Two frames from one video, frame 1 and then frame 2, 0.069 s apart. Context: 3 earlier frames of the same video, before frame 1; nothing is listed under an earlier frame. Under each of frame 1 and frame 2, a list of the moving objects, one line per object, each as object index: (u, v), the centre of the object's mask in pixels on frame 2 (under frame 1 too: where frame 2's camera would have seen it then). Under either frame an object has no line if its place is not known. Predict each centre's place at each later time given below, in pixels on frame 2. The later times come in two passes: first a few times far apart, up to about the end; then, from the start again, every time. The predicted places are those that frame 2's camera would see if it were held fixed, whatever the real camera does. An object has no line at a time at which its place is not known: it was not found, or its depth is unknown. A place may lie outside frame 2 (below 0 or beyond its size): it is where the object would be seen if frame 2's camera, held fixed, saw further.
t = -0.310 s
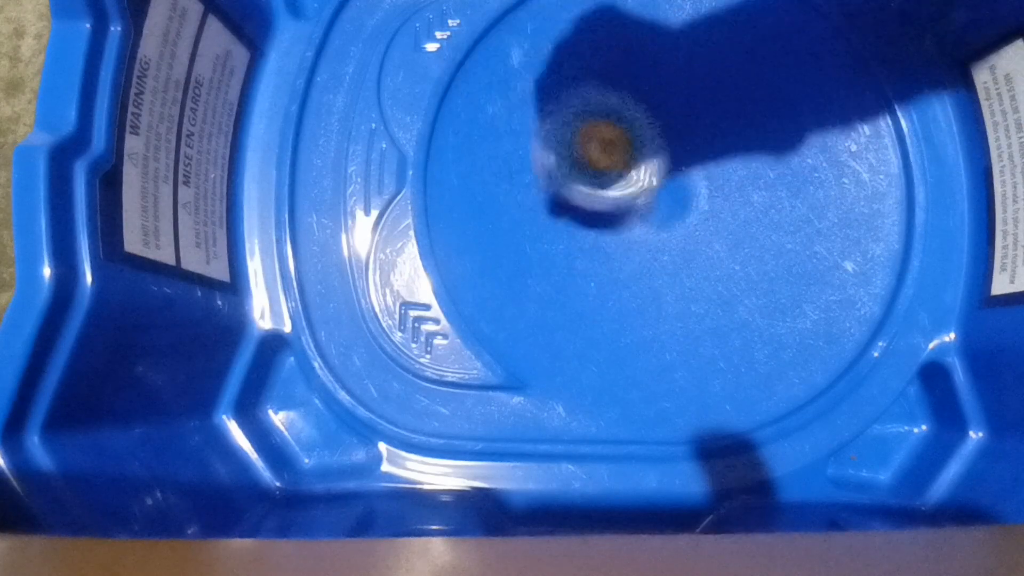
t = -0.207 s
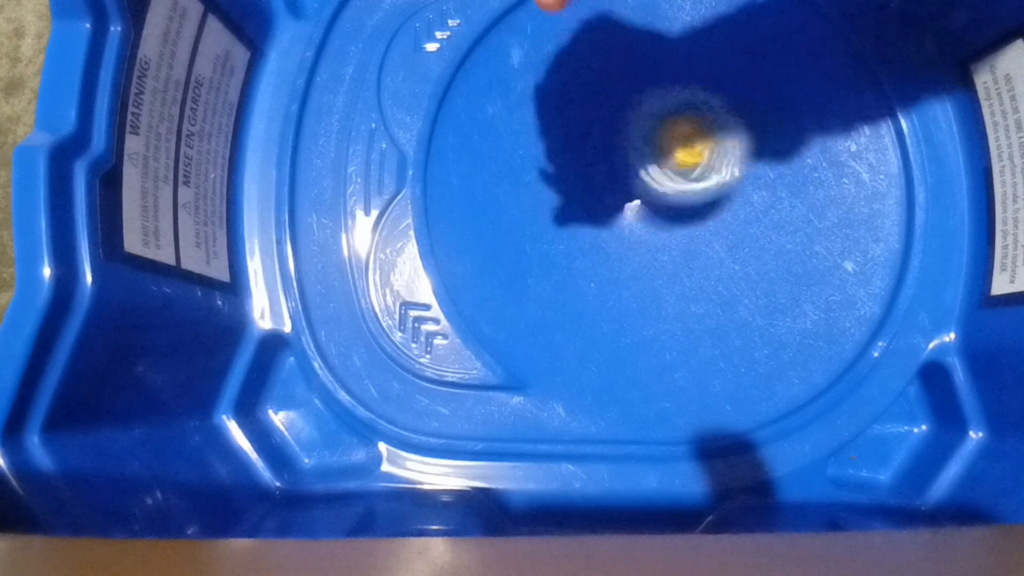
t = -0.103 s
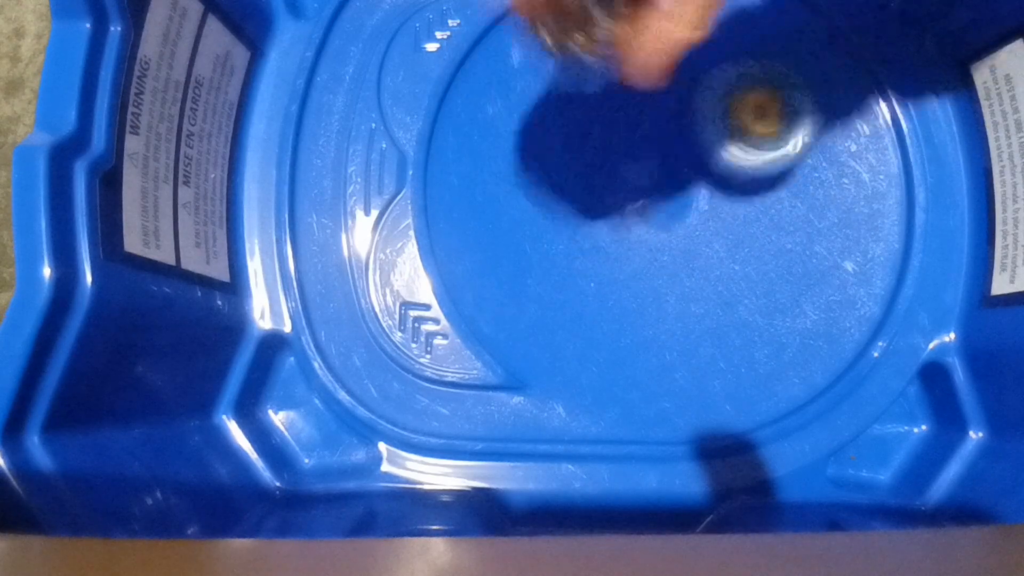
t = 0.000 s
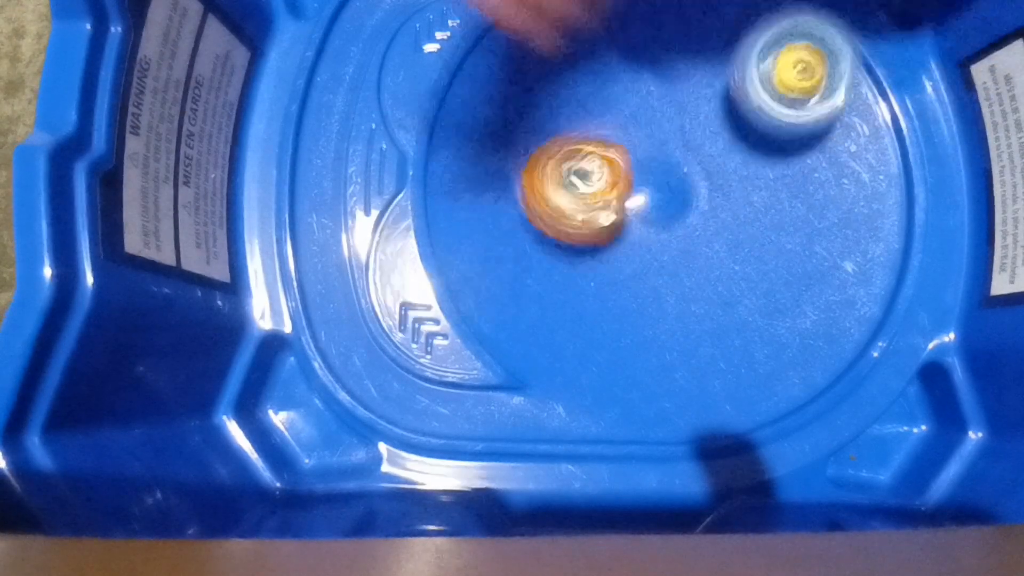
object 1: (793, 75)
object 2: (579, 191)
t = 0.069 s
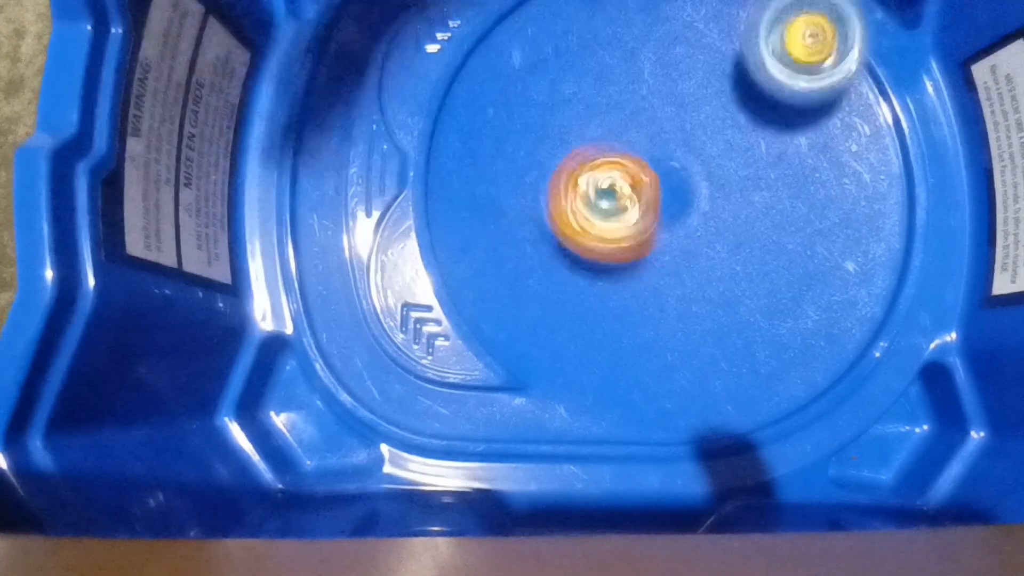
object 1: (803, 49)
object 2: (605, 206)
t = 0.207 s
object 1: (770, 32)
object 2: (680, 222)
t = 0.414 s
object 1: (686, 97)
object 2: (757, 270)
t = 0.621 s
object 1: (666, 164)
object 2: (768, 295)
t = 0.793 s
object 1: (615, 108)
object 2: (754, 245)
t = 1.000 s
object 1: (527, 126)
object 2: (715, 164)
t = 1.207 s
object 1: (527, 206)
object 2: (668, 93)
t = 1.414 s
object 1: (640, 215)
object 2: (620, 56)
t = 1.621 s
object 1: (718, 162)
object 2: (595, 72)
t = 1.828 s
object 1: (781, 118)
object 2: (579, 104)
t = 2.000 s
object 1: (763, 97)
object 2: (597, 153)
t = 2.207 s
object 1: (716, 139)
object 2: (632, 208)
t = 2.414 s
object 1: (750, 122)
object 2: (653, 283)
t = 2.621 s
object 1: (730, 115)
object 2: (697, 266)
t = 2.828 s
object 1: (707, 90)
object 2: (670, 239)
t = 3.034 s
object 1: (670, 95)
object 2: (603, 208)
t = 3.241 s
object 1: (669, 114)
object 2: (532, 213)
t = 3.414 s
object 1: (684, 147)
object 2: (528, 193)
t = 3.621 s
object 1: (730, 178)
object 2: (596, 167)
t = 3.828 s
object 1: (789, 183)
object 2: (628, 122)
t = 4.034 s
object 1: (785, 194)
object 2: (671, 77)
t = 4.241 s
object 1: (806, 282)
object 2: (657, 18)
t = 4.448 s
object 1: (751, 312)
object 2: (671, 29)
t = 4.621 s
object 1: (674, 294)
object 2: (667, 103)
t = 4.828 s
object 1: (575, 258)
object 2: (678, 151)
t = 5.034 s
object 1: (544, 195)
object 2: (746, 140)
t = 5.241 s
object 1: (582, 132)
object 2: (765, 189)
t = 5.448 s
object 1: (653, 97)
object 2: (704, 227)
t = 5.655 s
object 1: (717, 103)
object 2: (619, 272)
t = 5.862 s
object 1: (730, 163)
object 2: (582, 216)
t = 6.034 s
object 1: (717, 197)
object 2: (579, 169)
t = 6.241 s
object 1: (692, 218)
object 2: (567, 106)
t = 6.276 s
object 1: (686, 219)
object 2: (570, 105)
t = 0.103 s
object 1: (801, 43)
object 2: (624, 208)
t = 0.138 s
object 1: (795, 37)
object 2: (641, 207)
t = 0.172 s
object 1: (783, 33)
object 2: (659, 211)
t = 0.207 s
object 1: (770, 32)
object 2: (680, 222)
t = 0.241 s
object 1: (755, 33)
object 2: (701, 228)
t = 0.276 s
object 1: (739, 38)
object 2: (714, 236)
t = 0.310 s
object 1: (724, 44)
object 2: (732, 243)
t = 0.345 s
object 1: (710, 53)
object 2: (742, 252)
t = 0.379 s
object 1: (696, 74)
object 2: (752, 263)
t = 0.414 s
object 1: (686, 97)
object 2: (757, 270)
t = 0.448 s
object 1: (681, 122)
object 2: (757, 273)
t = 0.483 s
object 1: (680, 148)
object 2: (757, 279)
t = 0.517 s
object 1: (685, 171)
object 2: (753, 277)
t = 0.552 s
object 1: (687, 177)
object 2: (752, 283)
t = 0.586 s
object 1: (676, 171)
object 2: (760, 292)
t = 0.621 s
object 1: (666, 164)
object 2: (768, 295)
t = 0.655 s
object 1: (654, 154)
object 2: (770, 286)
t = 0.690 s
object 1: (647, 139)
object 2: (765, 279)
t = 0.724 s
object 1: (638, 124)
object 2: (764, 273)
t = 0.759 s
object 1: (627, 115)
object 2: (761, 262)
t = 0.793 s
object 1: (615, 108)
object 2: (754, 245)
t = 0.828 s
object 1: (601, 105)
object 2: (749, 230)
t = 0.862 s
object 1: (585, 106)
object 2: (743, 220)
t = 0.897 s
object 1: (569, 107)
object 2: (740, 210)
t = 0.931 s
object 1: (554, 111)
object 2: (735, 193)
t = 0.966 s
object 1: (540, 117)
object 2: (726, 176)
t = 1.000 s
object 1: (527, 126)
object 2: (715, 164)
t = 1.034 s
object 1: (516, 136)
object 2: (710, 154)
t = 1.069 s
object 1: (510, 150)
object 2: (703, 138)
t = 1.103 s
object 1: (506, 164)
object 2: (693, 123)
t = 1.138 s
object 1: (509, 180)
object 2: (681, 111)
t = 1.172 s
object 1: (514, 193)
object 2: (673, 104)
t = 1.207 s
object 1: (527, 206)
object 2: (668, 93)
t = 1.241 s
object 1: (542, 217)
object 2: (659, 80)
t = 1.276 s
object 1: (558, 223)
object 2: (647, 71)
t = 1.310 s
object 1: (575, 227)
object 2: (639, 69)
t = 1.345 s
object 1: (598, 226)
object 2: (637, 64)
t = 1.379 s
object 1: (618, 222)
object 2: (630, 57)
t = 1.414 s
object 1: (640, 215)
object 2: (620, 56)
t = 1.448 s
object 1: (653, 206)
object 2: (618, 57)
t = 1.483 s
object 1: (659, 194)
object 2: (613, 56)
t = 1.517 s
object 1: (665, 182)
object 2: (609, 60)
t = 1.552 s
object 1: (674, 171)
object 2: (608, 66)
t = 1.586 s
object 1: (691, 165)
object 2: (603, 70)
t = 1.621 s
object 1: (718, 162)
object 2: (595, 72)
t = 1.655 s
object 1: (735, 159)
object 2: (589, 75)
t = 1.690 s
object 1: (748, 154)
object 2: (583, 81)
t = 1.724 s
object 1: (761, 145)
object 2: (578, 86)
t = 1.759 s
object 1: (770, 137)
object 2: (579, 91)
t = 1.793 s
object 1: (777, 128)
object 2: (578, 97)
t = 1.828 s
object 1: (781, 118)
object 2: (579, 104)
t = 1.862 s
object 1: (782, 109)
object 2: (584, 113)
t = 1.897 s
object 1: (780, 103)
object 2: (585, 121)
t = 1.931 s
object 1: (776, 98)
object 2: (588, 132)
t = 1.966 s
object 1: (770, 96)
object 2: (594, 142)
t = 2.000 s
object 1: (763, 97)
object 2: (597, 153)
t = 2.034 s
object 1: (755, 99)
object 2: (600, 161)
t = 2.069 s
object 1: (748, 103)
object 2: (606, 170)
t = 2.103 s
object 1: (739, 109)
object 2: (610, 181)
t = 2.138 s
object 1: (731, 118)
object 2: (619, 192)
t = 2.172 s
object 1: (722, 128)
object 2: (627, 203)
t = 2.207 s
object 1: (716, 139)
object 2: (632, 208)
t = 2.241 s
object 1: (719, 147)
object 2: (632, 221)
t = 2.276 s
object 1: (731, 145)
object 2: (627, 242)
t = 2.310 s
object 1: (738, 141)
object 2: (630, 256)
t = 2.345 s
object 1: (744, 135)
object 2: (638, 272)
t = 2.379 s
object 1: (748, 129)
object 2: (645, 281)
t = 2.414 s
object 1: (750, 122)
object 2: (653, 283)
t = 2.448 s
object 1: (751, 117)
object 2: (658, 285)
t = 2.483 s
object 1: (749, 115)
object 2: (663, 288)
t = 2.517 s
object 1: (746, 113)
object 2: (673, 287)
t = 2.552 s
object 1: (741, 113)
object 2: (681, 282)
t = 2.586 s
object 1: (736, 113)
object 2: (690, 277)
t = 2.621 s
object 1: (730, 115)
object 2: (697, 266)
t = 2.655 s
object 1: (723, 119)
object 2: (701, 257)
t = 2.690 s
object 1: (716, 124)
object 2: (702, 247)
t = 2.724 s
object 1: (714, 117)
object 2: (696, 253)
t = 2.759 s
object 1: (716, 107)
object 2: (691, 251)
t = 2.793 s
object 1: (712, 97)
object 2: (680, 245)
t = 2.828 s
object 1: (707, 90)
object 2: (670, 239)
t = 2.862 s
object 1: (701, 87)
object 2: (665, 230)
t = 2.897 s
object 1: (696, 86)
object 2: (656, 216)
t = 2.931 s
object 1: (688, 85)
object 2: (646, 210)
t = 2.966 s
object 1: (682, 86)
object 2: (639, 210)
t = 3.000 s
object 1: (670, 94)
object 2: (620, 204)
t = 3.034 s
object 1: (670, 95)
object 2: (603, 208)
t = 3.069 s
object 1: (671, 95)
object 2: (590, 213)
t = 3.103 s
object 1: (671, 96)
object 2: (578, 212)
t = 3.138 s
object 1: (671, 100)
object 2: (565, 211)
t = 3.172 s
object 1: (670, 105)
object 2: (549, 212)
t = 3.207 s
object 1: (669, 109)
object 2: (539, 215)
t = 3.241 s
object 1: (669, 114)
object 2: (532, 213)
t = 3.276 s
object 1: (670, 121)
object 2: (524, 208)
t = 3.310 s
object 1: (673, 127)
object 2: (520, 206)
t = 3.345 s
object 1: (675, 134)
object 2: (520, 202)
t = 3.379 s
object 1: (677, 139)
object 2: (522, 197)
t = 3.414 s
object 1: (684, 147)
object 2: (528, 193)
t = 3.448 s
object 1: (699, 154)
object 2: (536, 187)
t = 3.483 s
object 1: (712, 164)
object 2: (543, 182)
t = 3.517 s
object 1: (721, 173)
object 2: (553, 178)
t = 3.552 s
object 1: (725, 176)
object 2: (570, 176)
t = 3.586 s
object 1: (727, 176)
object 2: (585, 171)
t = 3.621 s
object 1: (730, 178)
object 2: (596, 167)
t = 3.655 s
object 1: (735, 179)
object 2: (606, 163)
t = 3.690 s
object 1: (753, 184)
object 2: (605, 158)
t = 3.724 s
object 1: (764, 186)
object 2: (611, 151)
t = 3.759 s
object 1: (774, 186)
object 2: (618, 141)
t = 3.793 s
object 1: (783, 185)
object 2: (623, 129)
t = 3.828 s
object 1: (789, 183)
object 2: (628, 122)
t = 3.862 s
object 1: (791, 181)
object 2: (638, 115)
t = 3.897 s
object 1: (790, 178)
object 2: (651, 108)
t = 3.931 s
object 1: (787, 176)
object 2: (661, 101)
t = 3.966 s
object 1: (782, 173)
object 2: (667, 99)
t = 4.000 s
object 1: (777, 175)
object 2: (678, 100)
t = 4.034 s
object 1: (785, 194)
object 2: (671, 77)
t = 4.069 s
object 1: (797, 220)
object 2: (664, 53)
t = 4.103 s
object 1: (805, 239)
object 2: (660, 43)
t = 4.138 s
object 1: (807, 250)
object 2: (660, 36)
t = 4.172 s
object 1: (809, 263)
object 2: (658, 28)
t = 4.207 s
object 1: (810, 274)
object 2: (655, 23)
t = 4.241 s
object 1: (806, 282)
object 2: (657, 18)
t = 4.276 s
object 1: (801, 291)
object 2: (657, 14)
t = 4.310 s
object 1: (797, 299)
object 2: (660, 14)
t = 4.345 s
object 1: (788, 303)
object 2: (664, 15)
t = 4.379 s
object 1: (777, 309)
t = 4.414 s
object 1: (769, 314)
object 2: (671, 20)
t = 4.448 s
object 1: (751, 312)
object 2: (671, 29)
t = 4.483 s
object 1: (735, 313)
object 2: (675, 39)
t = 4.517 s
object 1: (724, 312)
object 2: (673, 49)
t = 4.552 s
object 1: (703, 305)
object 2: (672, 64)
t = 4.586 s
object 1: (687, 301)
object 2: (671, 84)
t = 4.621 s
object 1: (674, 294)
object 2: (667, 103)
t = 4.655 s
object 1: (654, 283)
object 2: (667, 123)
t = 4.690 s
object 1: (641, 276)
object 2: (666, 143)
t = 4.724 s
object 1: (627, 268)
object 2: (665, 156)
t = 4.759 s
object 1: (606, 264)
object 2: (666, 158)
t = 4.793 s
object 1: (591, 265)
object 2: (671, 153)
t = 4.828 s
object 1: (575, 258)
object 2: (678, 151)
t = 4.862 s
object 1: (564, 250)
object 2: (683, 145)
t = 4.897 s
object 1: (559, 240)
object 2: (691, 138)
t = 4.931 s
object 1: (549, 228)
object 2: (703, 137)
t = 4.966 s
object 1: (547, 219)
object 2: (719, 136)
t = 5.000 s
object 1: (545, 205)
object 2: (734, 135)
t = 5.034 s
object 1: (544, 195)
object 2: (746, 140)
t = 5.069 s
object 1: (547, 183)
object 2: (759, 147)
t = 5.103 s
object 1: (548, 170)
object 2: (768, 153)
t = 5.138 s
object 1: (556, 160)
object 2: (770, 164)
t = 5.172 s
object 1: (562, 148)
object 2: (771, 174)
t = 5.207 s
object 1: (570, 142)
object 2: (769, 184)
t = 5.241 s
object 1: (582, 132)
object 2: (765, 189)
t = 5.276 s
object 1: (590, 125)
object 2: (755, 197)
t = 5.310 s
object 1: (604, 120)
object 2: (749, 202)
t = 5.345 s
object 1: (615, 112)
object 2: (739, 203)
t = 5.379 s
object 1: (626, 114)
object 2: (724, 205)
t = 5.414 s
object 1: (642, 110)
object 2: (713, 211)
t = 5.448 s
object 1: (653, 97)
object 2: (704, 227)
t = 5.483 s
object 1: (671, 90)
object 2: (692, 238)
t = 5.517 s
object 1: (678, 85)
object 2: (678, 249)
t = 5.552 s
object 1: (697, 91)
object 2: (663, 261)
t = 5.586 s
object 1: (702, 92)
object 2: (650, 267)
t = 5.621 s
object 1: (711, 100)
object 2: (635, 269)
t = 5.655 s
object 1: (717, 103)
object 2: (619, 272)
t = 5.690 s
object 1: (725, 116)
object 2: (607, 267)
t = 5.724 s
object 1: (730, 122)
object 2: (592, 262)
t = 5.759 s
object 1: (732, 136)
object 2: (587, 256)
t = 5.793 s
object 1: (732, 143)
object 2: (582, 244)
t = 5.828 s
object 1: (729, 155)
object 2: (579, 231)
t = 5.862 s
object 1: (730, 163)
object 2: (582, 216)
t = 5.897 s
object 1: (721, 173)
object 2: (589, 205)
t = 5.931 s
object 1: (720, 181)
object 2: (593, 192)
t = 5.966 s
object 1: (721, 187)
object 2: (584, 189)
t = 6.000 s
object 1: (724, 193)
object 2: (582, 181)
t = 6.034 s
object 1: (717, 197)
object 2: (579, 169)
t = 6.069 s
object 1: (710, 201)
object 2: (579, 157)
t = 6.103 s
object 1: (698, 203)
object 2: (582, 145)
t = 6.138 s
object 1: (699, 209)
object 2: (578, 136)
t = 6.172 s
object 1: (701, 212)
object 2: (576, 124)
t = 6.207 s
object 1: (702, 219)
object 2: (572, 111)
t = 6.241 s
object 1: (692, 218)
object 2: (567, 106)
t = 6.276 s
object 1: (686, 219)
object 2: (570, 105)
